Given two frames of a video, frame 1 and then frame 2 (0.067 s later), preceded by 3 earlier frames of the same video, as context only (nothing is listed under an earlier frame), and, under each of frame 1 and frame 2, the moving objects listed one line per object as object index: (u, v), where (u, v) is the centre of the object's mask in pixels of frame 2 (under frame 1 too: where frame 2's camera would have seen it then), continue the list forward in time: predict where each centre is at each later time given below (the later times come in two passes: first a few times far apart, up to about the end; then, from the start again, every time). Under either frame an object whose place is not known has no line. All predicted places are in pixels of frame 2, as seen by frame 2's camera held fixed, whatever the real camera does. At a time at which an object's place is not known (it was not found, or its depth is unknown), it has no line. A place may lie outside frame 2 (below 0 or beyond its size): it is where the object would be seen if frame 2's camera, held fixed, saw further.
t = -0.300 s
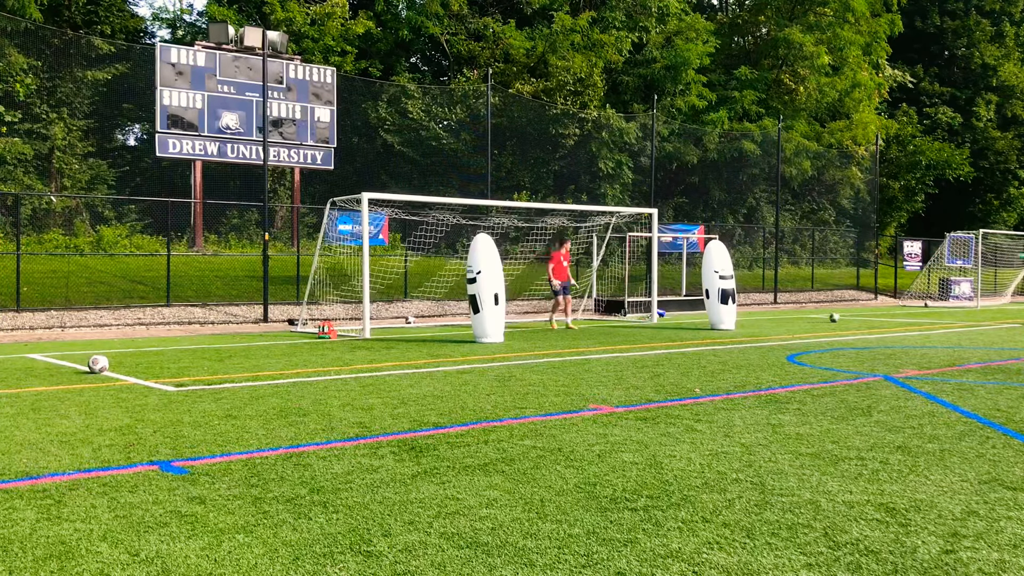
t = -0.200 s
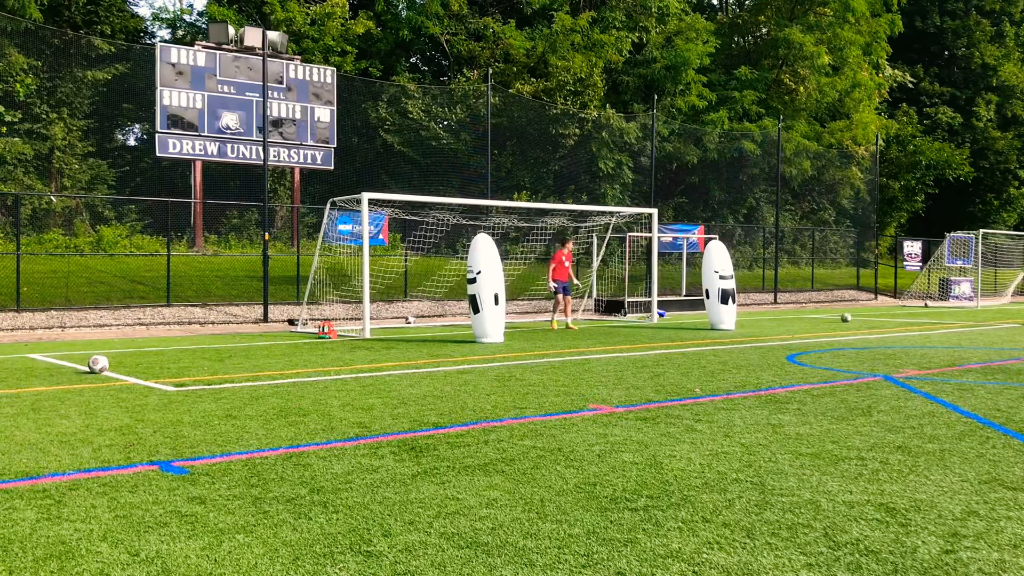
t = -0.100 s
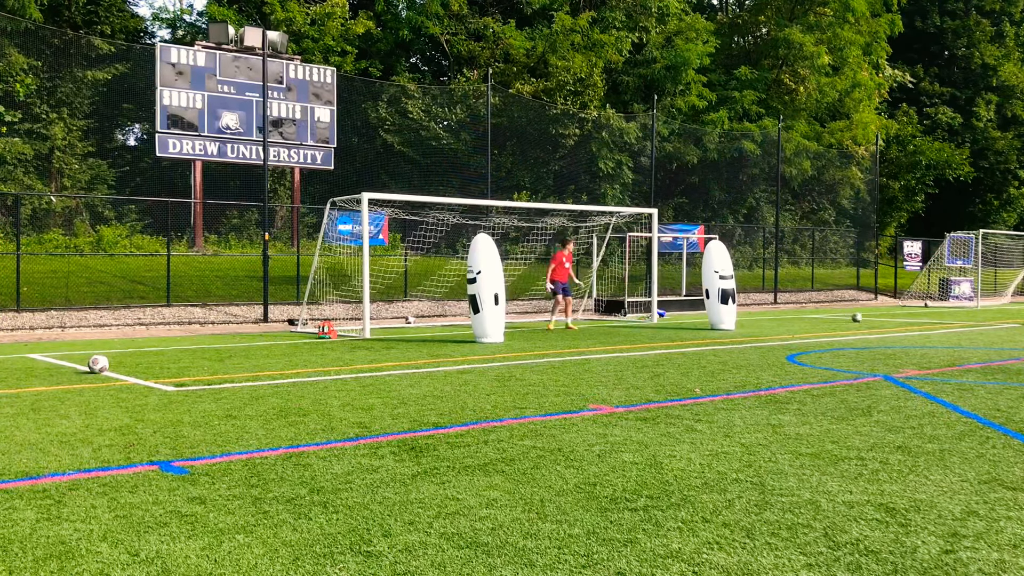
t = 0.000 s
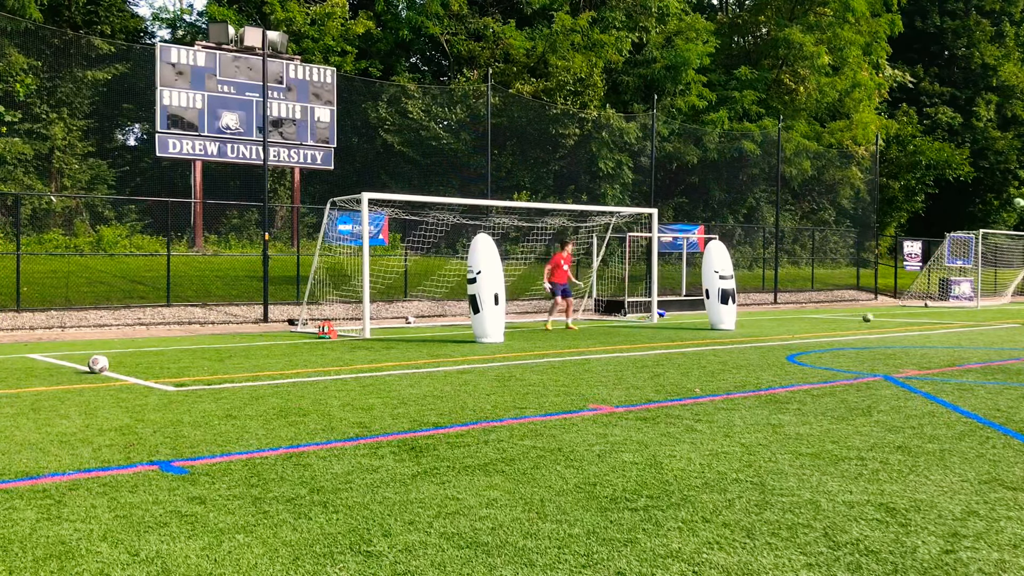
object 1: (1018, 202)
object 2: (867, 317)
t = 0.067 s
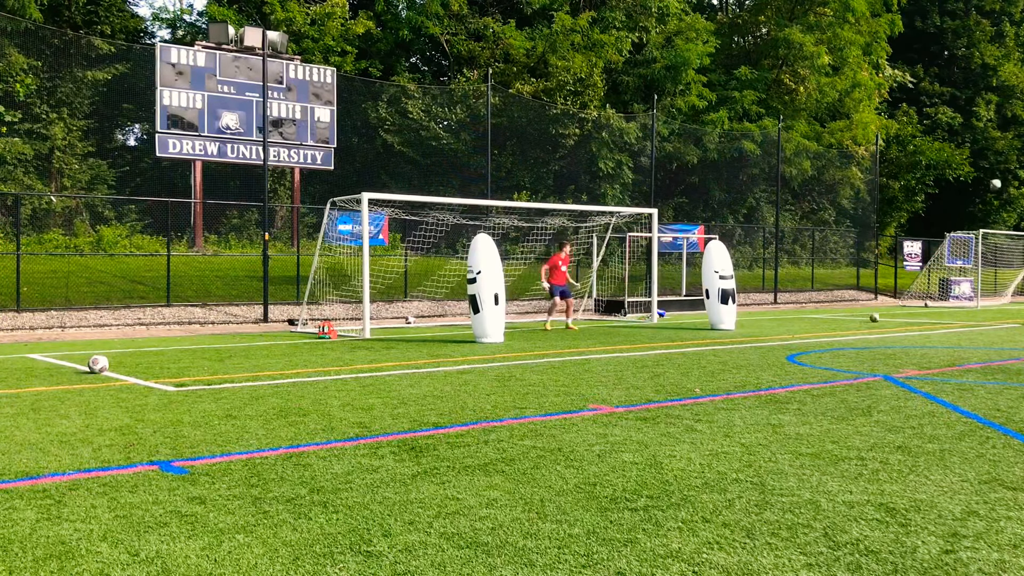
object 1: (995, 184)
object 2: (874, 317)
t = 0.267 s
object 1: (924, 136)
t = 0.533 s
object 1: (824, 95)
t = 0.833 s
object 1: (702, 88)
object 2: (945, 316)
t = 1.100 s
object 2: (966, 316)
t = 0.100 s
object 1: (983, 174)
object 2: (878, 317)
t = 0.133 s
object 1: (972, 166)
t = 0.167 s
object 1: (960, 158)
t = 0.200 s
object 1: (949, 149)
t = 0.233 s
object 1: (936, 141)
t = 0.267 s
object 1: (924, 136)
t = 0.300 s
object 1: (912, 129)
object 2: (898, 317)
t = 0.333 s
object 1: (900, 122)
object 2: (901, 317)
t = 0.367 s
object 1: (887, 117)
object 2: (904, 316)
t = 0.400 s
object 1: (875, 113)
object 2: (907, 317)
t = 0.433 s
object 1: (862, 107)
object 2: (910, 316)
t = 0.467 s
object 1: (850, 102)
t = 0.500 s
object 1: (836, 99)
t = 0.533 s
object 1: (824, 95)
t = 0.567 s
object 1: (811, 93)
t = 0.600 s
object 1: (797, 90)
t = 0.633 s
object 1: (784, 89)
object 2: (928, 316)
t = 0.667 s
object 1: (770, 88)
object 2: (931, 316)
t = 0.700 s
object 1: (756, 86)
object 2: (934, 316)
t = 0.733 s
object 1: (743, 85)
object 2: (937, 316)
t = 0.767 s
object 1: (729, 86)
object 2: (940, 317)
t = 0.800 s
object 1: (715, 86)
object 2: (943, 316)
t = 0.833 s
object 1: (702, 88)
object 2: (945, 316)
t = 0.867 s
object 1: (687, 89)
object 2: (948, 316)
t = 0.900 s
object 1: (672, 92)
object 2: (950, 316)
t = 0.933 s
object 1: (659, 94)
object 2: (953, 316)
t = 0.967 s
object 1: (643, 98)
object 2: (956, 316)
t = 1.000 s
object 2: (958, 316)
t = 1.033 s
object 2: (961, 316)
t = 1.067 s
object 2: (964, 316)
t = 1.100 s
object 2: (966, 316)
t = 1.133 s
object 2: (969, 316)
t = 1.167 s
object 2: (971, 316)
